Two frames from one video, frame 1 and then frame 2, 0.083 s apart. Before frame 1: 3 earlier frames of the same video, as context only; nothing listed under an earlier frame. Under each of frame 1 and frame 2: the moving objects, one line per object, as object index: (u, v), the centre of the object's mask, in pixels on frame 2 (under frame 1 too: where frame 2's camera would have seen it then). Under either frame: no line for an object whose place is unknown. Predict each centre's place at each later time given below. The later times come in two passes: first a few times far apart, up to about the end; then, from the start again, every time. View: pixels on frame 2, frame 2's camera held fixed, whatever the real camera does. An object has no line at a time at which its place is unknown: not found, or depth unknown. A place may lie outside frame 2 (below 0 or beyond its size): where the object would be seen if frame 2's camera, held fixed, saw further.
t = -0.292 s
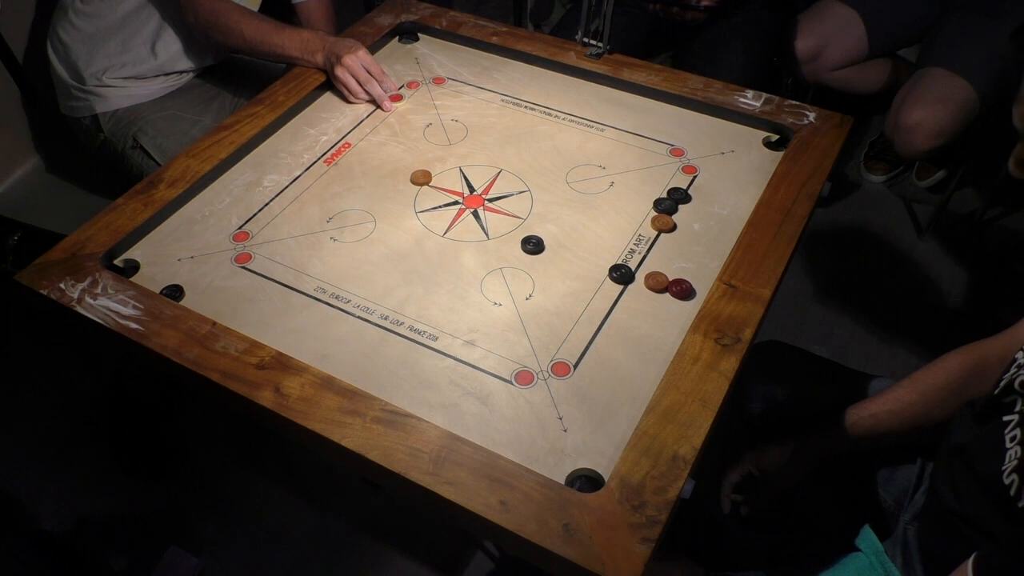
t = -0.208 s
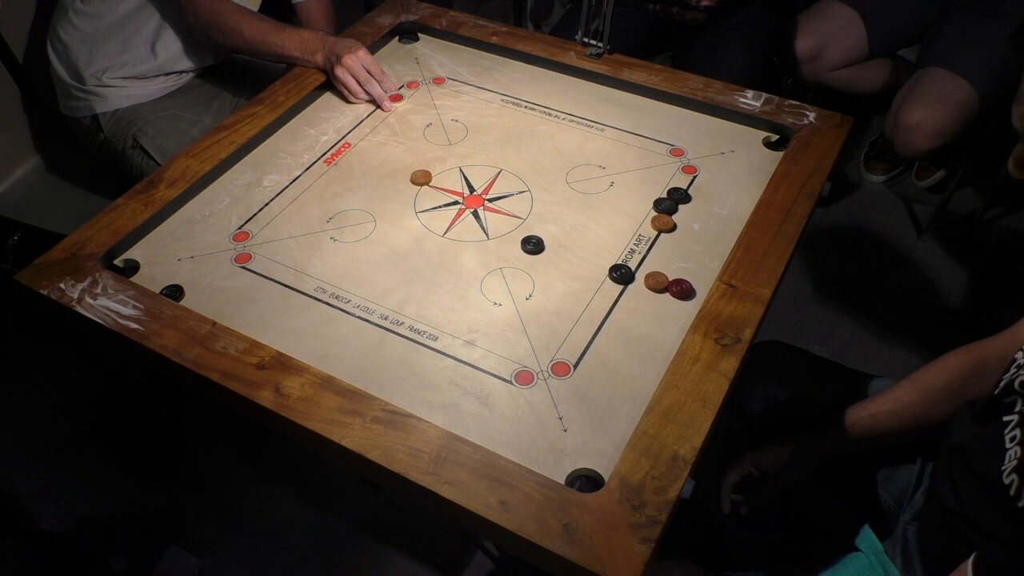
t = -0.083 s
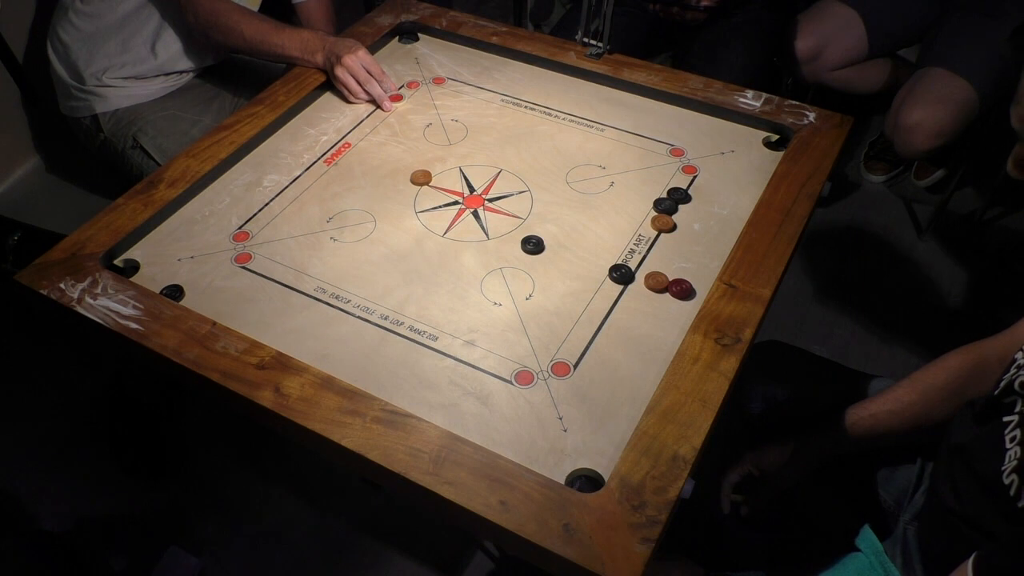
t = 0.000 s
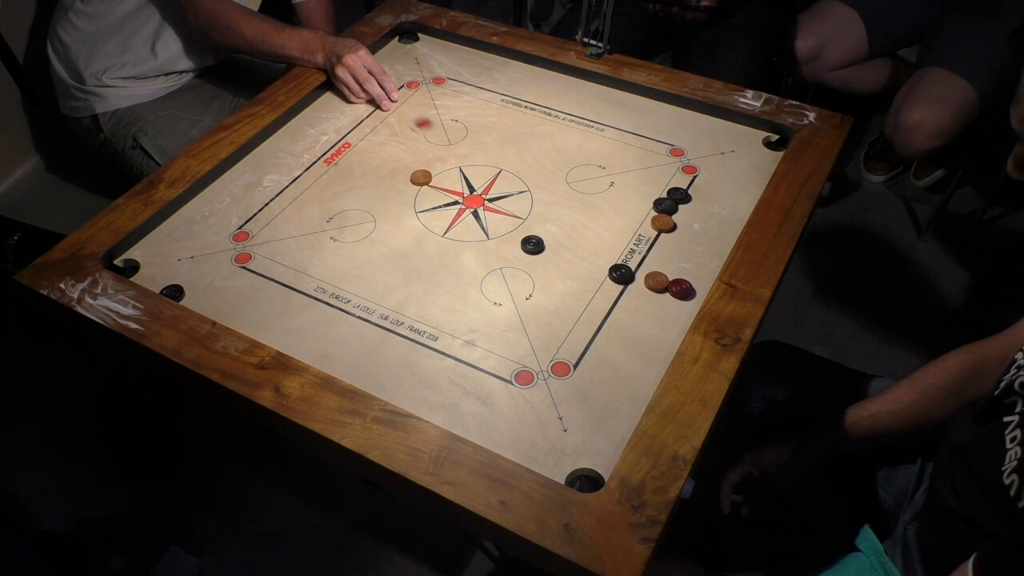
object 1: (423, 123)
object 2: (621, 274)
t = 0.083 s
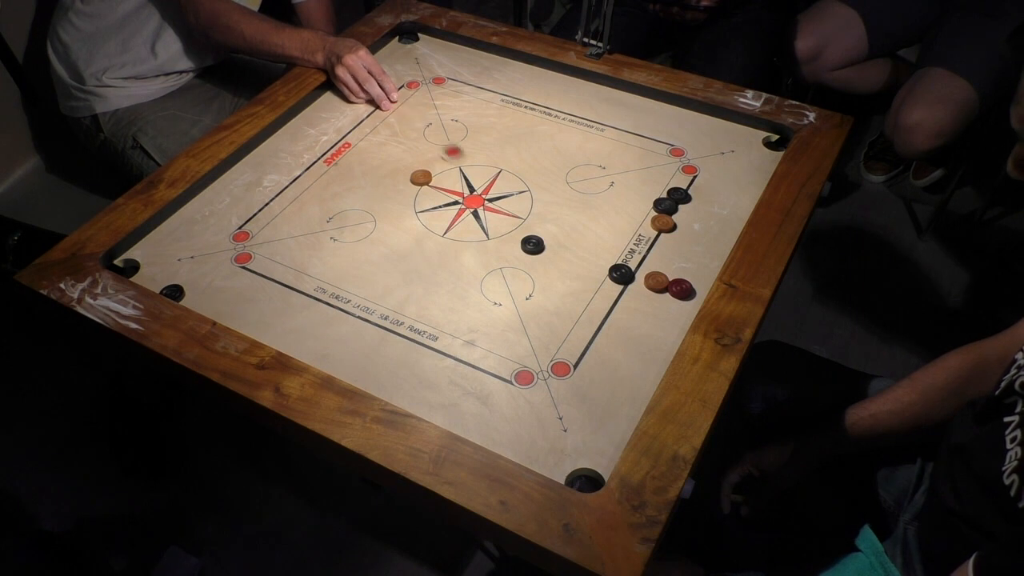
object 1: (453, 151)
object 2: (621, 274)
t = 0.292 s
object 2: (621, 274)
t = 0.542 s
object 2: (633, 282)
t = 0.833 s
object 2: (635, 298)
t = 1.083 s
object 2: (635, 298)
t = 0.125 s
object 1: (468, 165)
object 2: (621, 274)
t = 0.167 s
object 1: (484, 180)
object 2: (621, 274)
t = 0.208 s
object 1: (500, 195)
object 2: (621, 274)
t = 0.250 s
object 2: (621, 274)
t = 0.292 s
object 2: (621, 274)
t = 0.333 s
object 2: (621, 274)
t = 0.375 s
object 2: (621, 274)
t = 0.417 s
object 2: (621, 274)
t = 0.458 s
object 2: (621, 274)
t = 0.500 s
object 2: (622, 274)
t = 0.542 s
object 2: (633, 282)
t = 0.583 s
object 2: (633, 287)
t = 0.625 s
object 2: (634, 292)
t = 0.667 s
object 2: (635, 295)
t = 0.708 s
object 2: (635, 297)
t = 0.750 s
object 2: (635, 298)
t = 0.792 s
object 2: (635, 298)
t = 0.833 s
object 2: (635, 298)
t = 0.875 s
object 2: (635, 298)
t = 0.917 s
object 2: (635, 298)
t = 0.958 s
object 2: (635, 298)
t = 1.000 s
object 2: (635, 298)
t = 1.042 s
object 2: (635, 298)
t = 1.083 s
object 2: (635, 298)
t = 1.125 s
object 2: (635, 298)
